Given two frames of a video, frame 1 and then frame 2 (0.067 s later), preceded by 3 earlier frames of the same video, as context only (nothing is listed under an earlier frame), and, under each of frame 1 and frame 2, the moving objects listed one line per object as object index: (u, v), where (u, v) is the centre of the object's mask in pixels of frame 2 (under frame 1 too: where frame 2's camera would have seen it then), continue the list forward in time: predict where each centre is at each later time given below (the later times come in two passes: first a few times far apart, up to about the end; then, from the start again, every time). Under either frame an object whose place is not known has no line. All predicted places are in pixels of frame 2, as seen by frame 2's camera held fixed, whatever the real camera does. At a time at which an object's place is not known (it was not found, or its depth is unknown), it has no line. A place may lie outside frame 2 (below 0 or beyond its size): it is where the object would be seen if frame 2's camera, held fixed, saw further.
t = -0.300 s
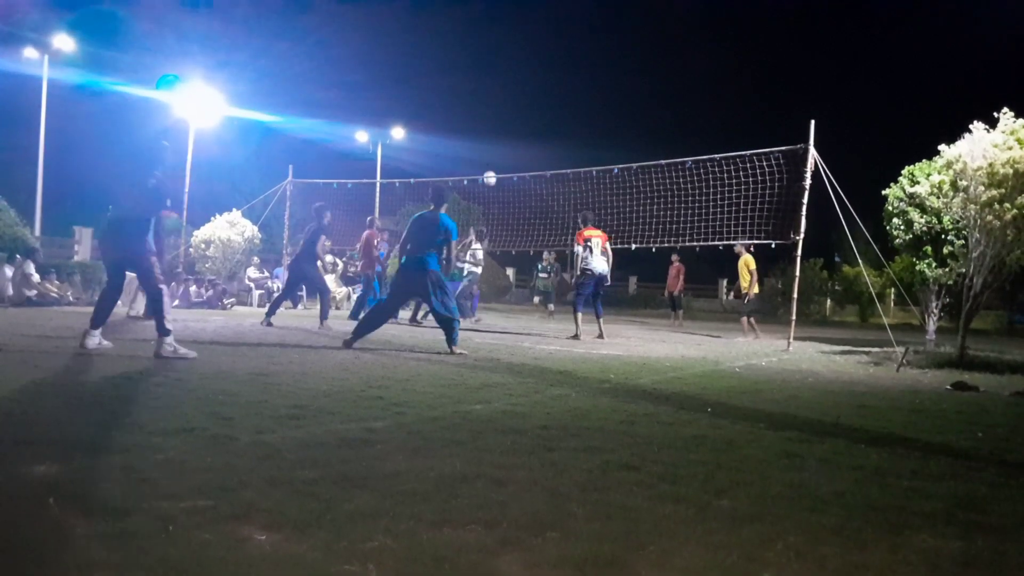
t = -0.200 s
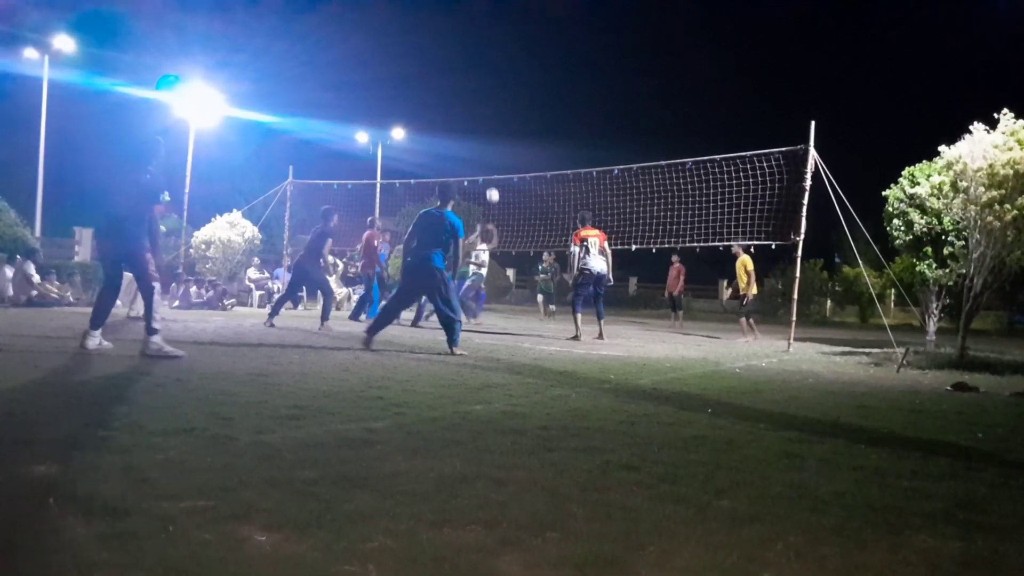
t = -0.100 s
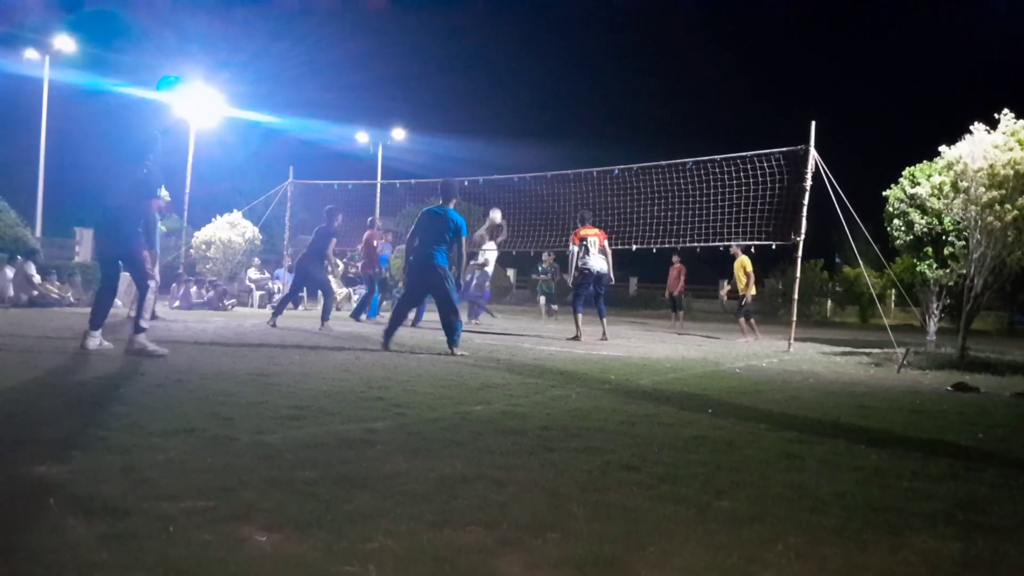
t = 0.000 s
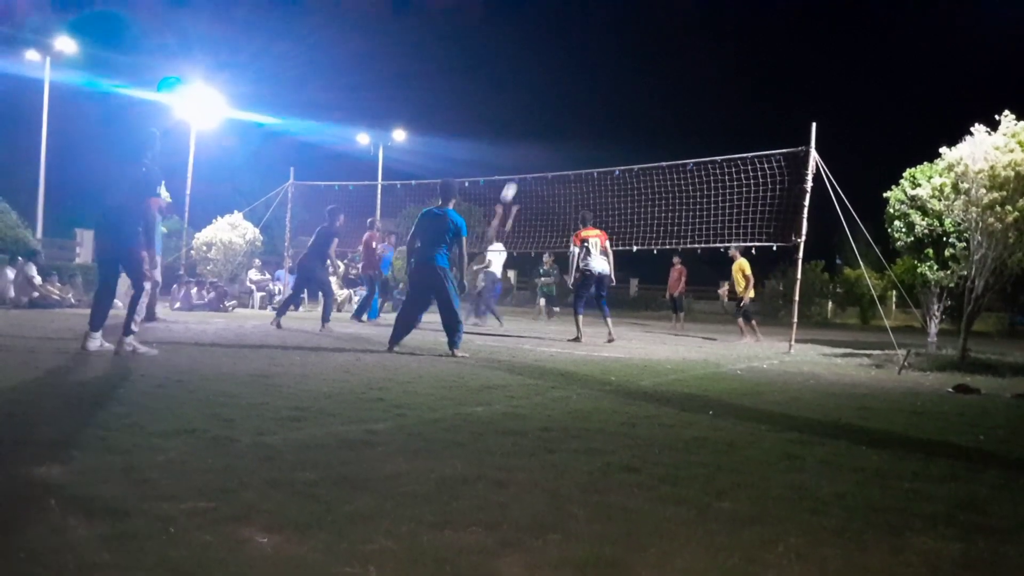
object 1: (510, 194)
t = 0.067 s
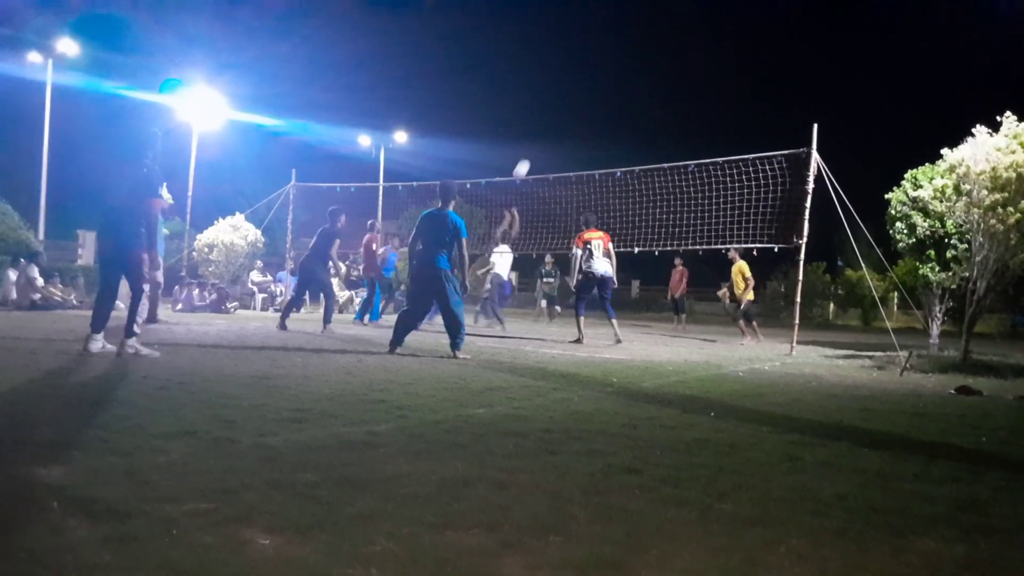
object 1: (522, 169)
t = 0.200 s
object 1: (544, 127)
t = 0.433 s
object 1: (586, 78)
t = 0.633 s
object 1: (621, 60)
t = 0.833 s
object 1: (656, 66)
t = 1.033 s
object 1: (689, 97)
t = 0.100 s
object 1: (527, 158)
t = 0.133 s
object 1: (533, 147)
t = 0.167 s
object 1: (539, 137)
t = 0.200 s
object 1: (544, 127)
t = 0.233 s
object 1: (550, 119)
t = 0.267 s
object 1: (556, 110)
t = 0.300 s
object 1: (562, 102)
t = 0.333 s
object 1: (568, 95)
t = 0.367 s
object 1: (574, 89)
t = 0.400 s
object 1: (580, 83)
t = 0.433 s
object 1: (586, 78)
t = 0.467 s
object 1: (592, 73)
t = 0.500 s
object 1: (598, 69)
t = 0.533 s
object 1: (604, 66)
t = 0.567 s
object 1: (610, 63)
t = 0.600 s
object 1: (615, 61)
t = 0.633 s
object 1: (621, 60)
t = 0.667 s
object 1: (627, 59)
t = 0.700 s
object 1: (633, 59)
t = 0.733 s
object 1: (639, 60)
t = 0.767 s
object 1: (644, 61)
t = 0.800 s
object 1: (650, 63)
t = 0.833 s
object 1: (656, 66)
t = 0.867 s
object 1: (662, 69)
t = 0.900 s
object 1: (667, 74)
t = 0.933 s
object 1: (673, 78)
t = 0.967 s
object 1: (678, 84)
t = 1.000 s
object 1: (684, 90)
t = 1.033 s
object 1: (689, 97)
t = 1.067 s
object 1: (695, 105)
